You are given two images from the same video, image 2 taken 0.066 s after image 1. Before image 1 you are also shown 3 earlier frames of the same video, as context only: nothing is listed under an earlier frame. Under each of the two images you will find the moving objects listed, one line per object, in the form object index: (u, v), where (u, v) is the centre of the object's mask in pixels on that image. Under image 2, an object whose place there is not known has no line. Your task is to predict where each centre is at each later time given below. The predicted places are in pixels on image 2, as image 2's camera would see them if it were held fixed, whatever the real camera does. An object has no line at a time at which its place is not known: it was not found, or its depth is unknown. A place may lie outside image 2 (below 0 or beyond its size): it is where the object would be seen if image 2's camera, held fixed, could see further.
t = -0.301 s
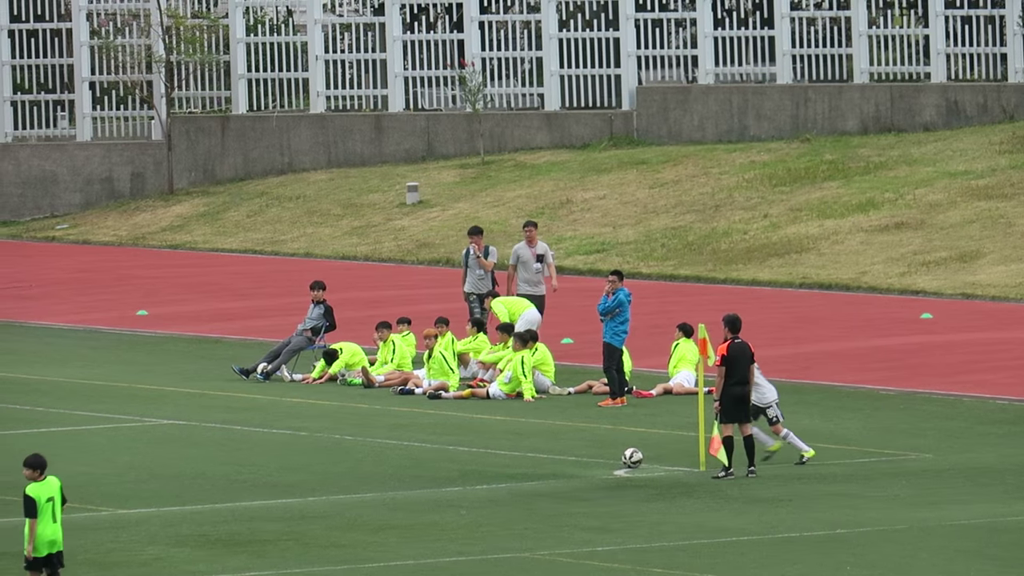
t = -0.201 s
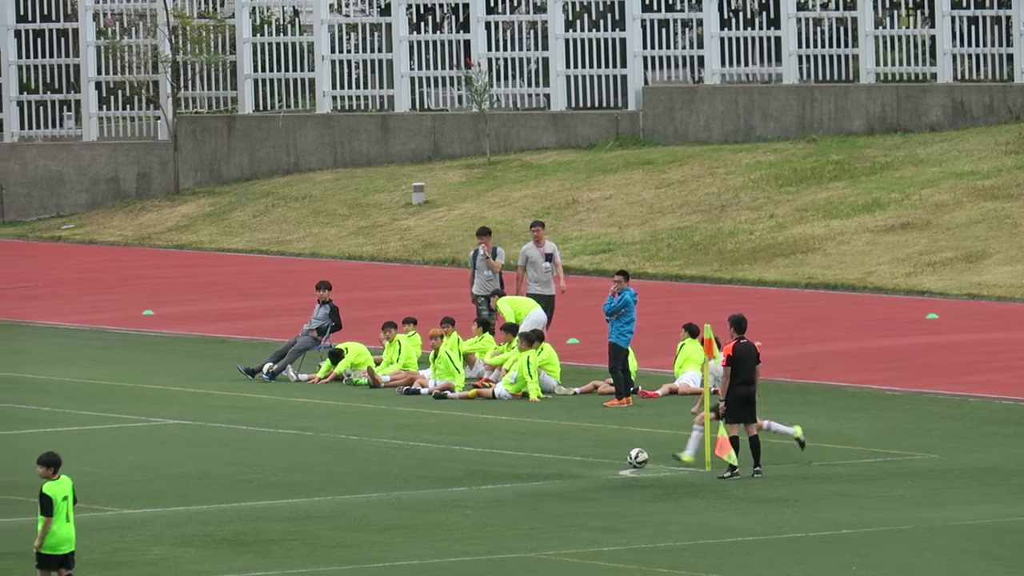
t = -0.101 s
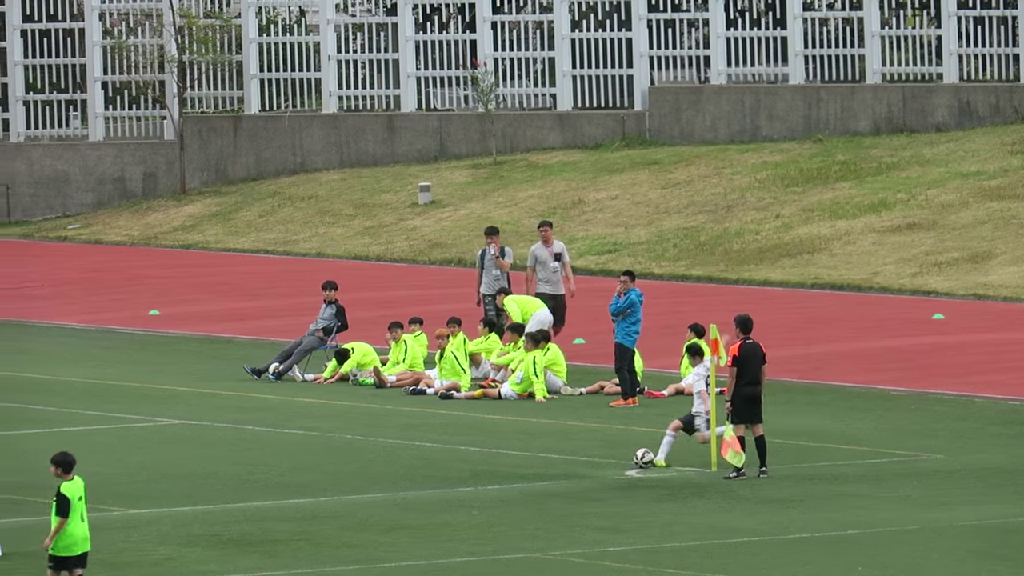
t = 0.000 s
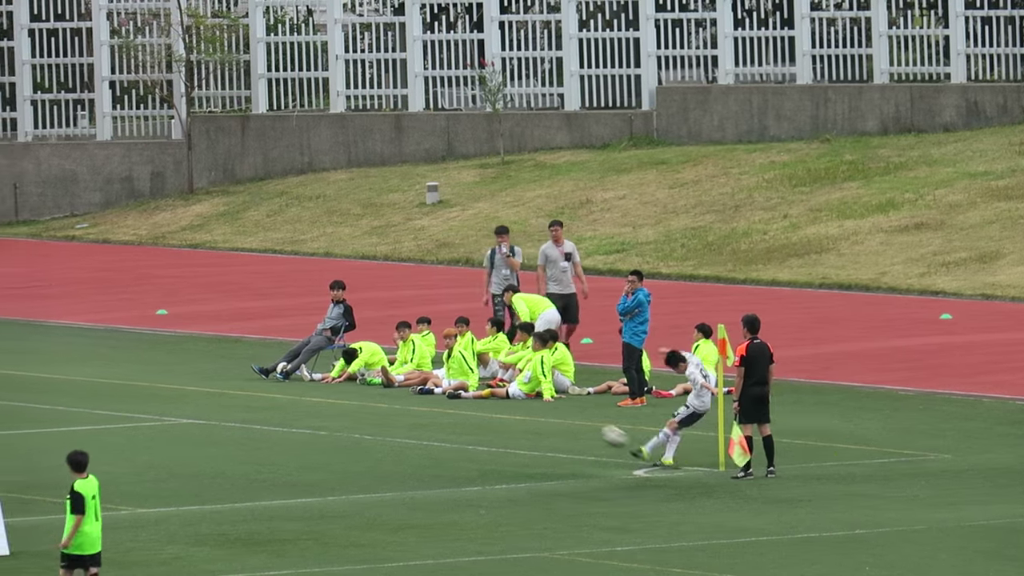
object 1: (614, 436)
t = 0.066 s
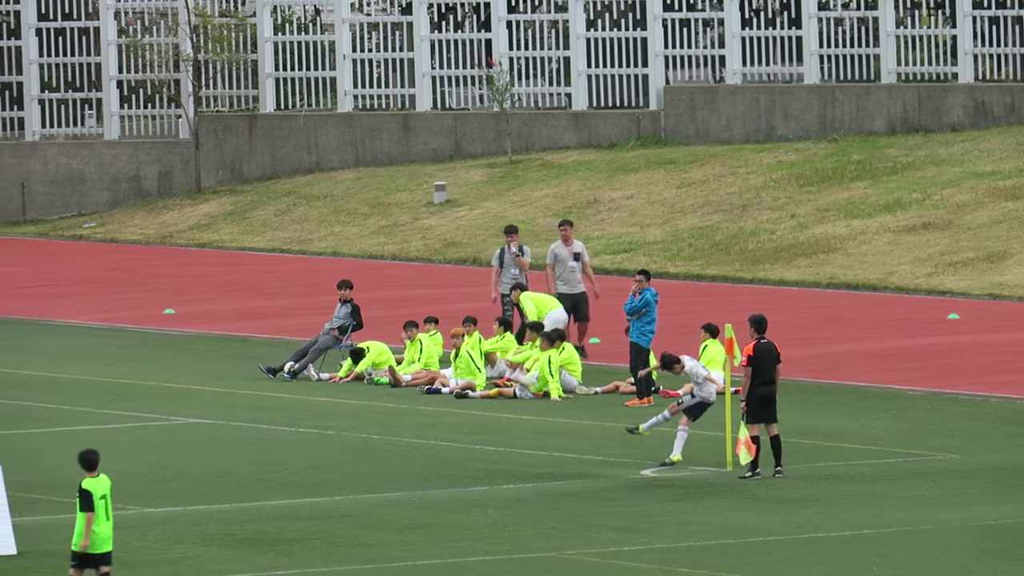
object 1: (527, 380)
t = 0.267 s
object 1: (271, 248)
